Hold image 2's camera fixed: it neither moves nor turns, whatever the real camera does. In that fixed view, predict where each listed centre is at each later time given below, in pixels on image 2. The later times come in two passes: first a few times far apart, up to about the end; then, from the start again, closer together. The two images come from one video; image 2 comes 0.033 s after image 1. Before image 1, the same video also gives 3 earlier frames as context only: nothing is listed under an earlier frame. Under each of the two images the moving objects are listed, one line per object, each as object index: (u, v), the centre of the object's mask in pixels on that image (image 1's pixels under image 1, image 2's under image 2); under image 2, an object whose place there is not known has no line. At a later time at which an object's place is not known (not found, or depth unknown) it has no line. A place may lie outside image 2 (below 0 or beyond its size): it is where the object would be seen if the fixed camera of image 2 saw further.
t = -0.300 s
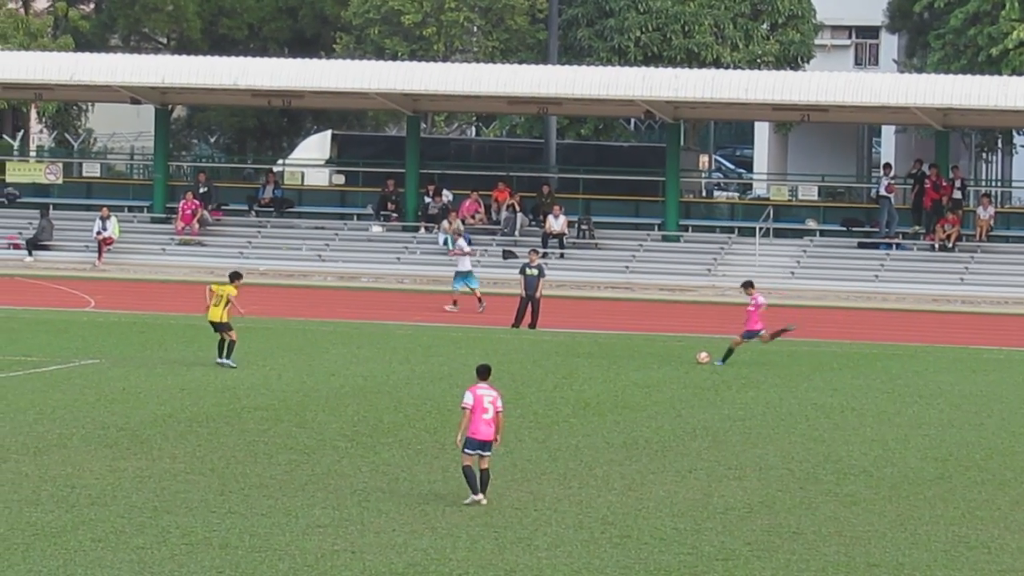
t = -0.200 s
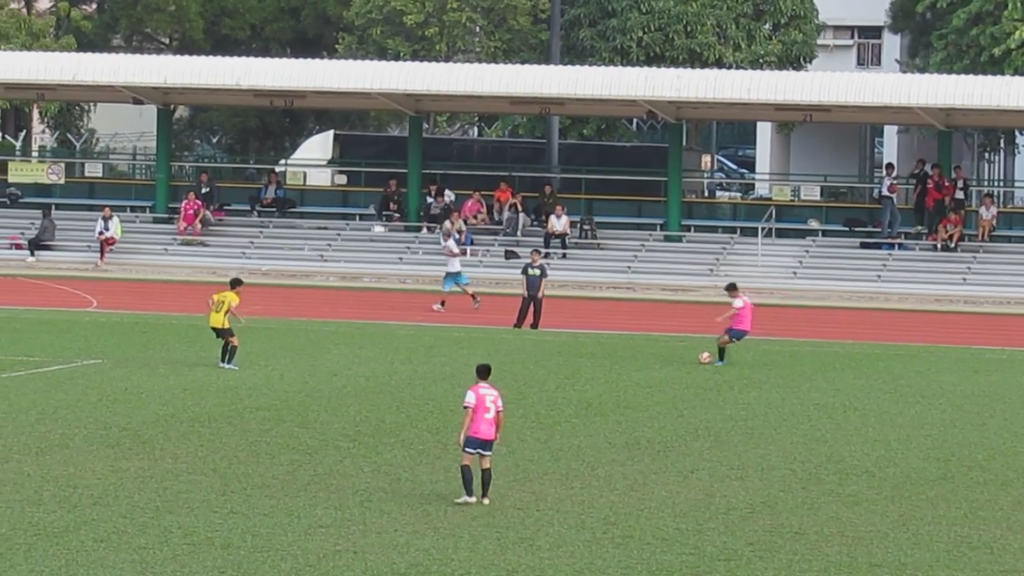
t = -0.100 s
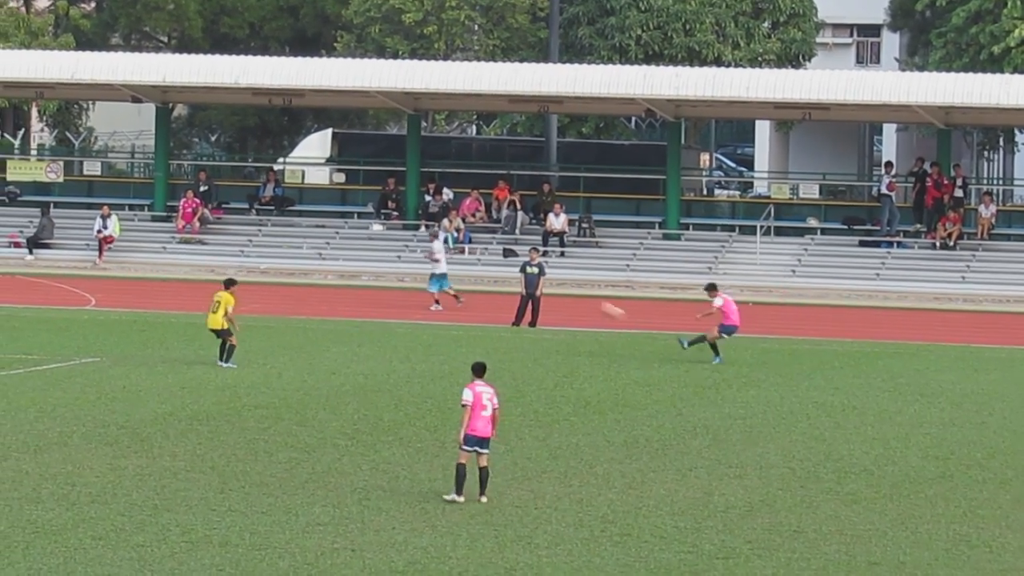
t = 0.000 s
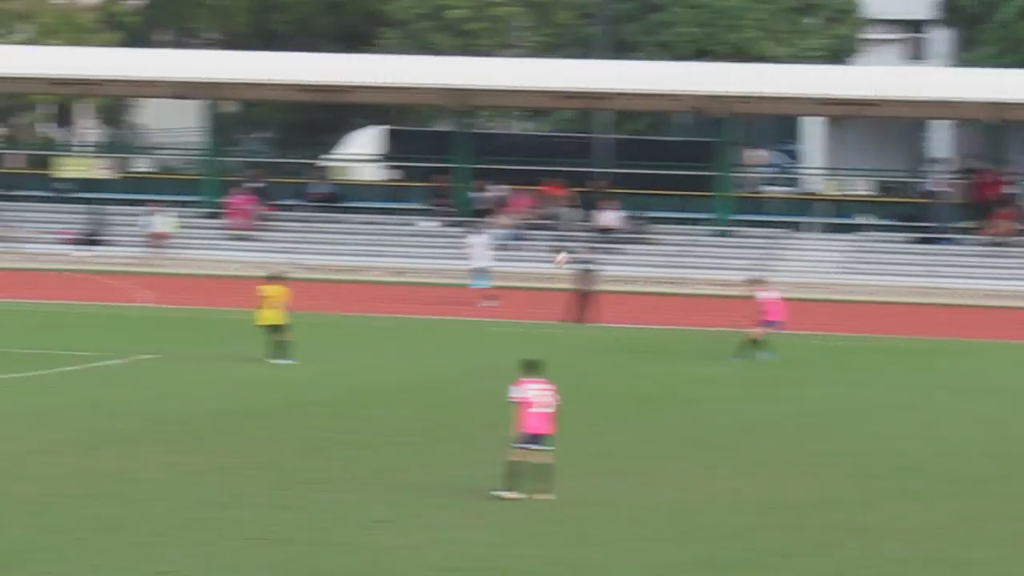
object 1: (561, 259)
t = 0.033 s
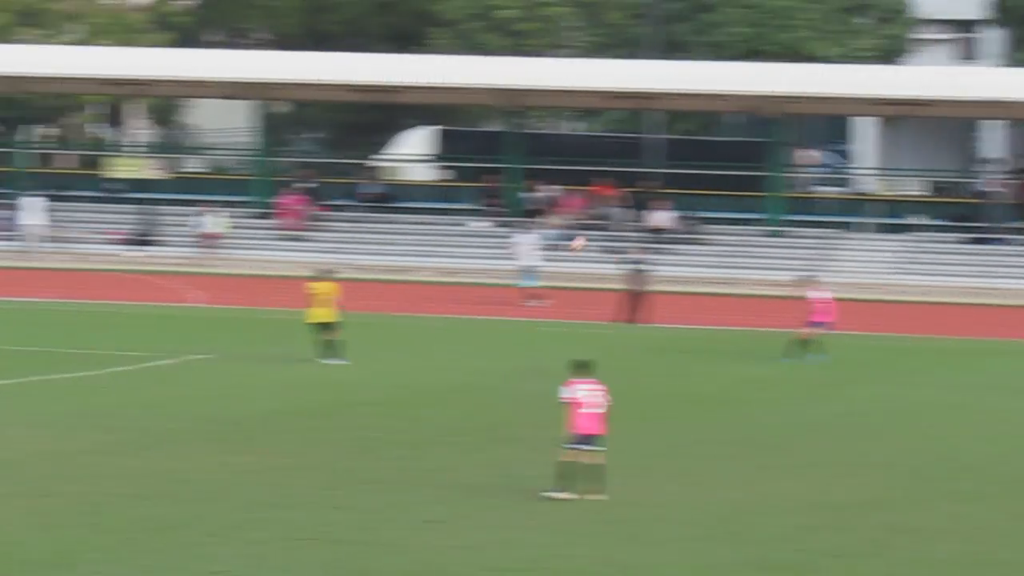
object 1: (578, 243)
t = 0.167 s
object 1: (449, 188)
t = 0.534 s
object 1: (83, 74)
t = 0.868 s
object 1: (-272, 19)
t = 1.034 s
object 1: (-478, 11)
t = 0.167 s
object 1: (449, 188)
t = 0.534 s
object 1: (83, 74)
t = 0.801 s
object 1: (-196, 25)
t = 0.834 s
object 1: (-234, 22)
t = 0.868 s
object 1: (-272, 19)
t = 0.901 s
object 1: (-311, 17)
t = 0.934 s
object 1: (-352, 14)
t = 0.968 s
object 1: (-392, 13)
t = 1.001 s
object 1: (-435, 12)
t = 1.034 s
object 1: (-478, 11)
